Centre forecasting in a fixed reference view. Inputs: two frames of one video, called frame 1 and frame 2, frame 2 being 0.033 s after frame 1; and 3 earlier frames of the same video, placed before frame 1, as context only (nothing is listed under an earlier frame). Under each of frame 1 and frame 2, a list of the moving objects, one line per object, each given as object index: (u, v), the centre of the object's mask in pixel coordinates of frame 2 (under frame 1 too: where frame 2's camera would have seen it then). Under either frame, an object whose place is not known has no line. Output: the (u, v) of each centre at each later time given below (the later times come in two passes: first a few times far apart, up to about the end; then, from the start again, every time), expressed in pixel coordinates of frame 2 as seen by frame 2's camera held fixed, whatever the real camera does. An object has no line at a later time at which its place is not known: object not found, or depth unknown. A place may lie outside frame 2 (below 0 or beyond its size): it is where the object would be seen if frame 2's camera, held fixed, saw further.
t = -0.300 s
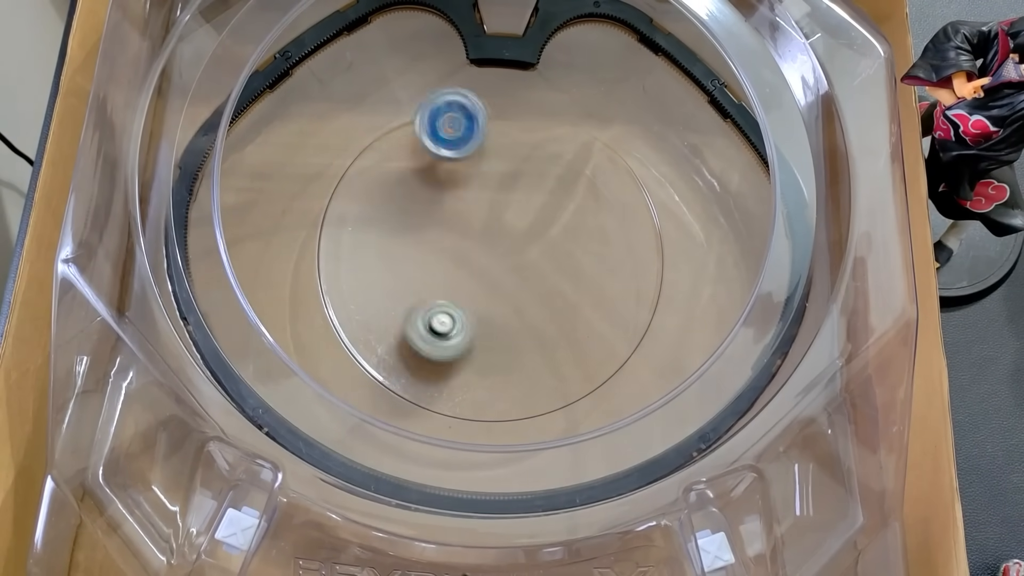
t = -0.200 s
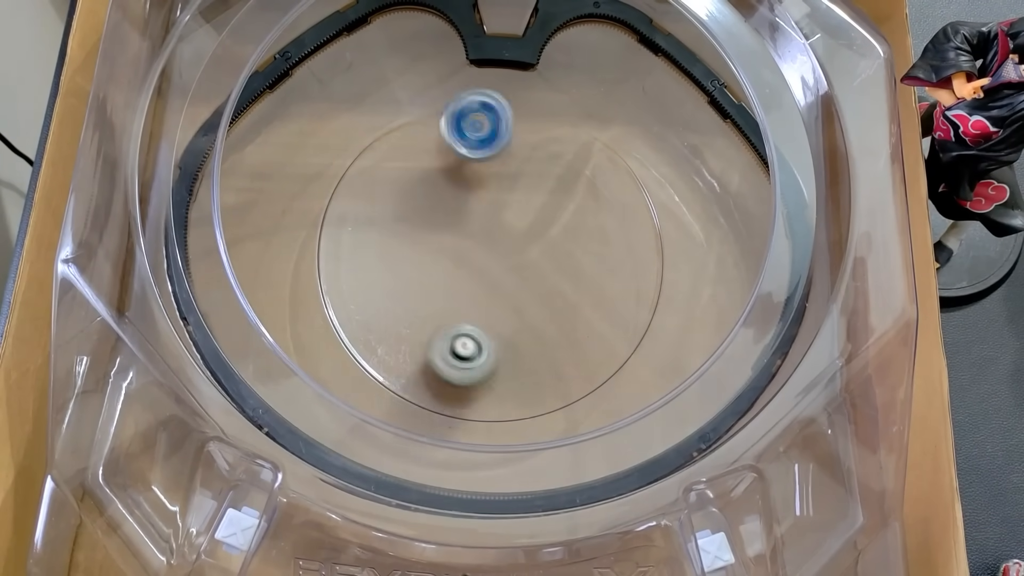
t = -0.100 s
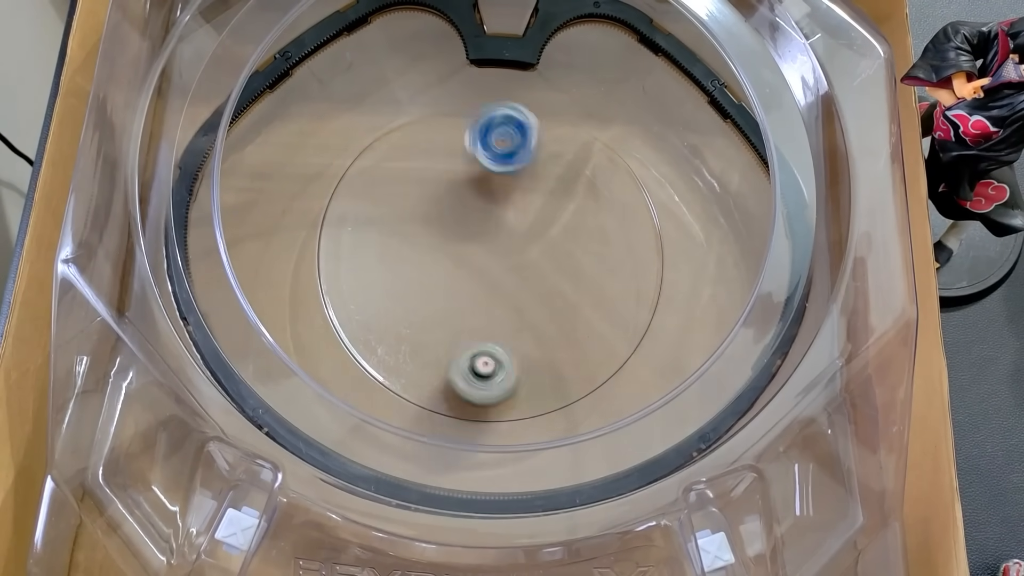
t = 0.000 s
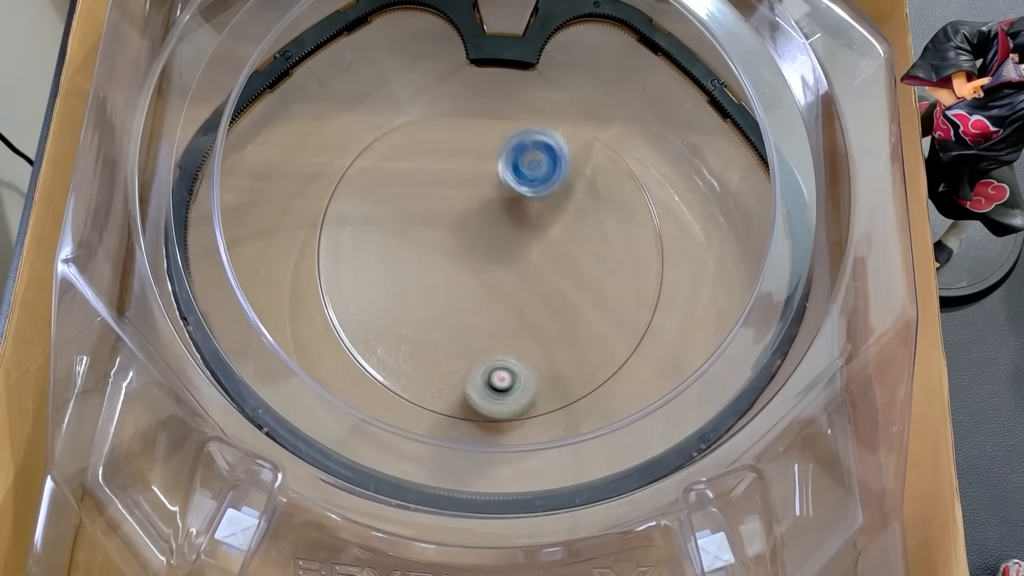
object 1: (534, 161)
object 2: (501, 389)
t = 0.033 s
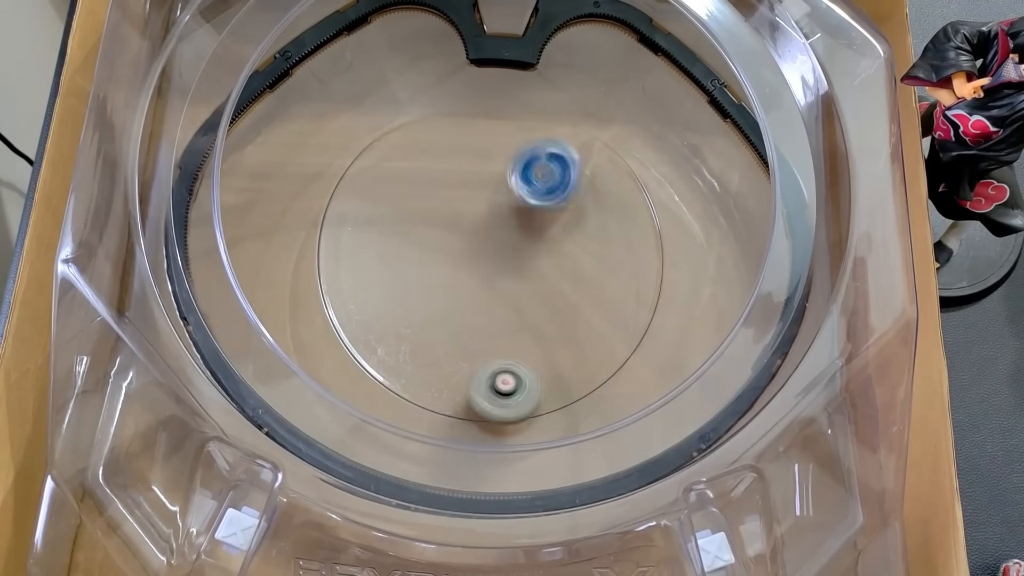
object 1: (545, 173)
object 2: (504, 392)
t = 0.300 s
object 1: (611, 234)
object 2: (529, 367)
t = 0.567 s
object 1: (592, 215)
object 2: (545, 330)
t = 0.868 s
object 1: (439, 227)
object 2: (569, 268)
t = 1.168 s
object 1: (503, 319)
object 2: (603, 201)
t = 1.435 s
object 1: (521, 206)
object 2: (597, 194)
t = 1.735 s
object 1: (415, 221)
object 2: (506, 202)
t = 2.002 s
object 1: (503, 274)
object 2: (426, 193)
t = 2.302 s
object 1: (540, 196)
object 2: (383, 181)
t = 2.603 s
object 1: (486, 223)
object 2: (421, 240)
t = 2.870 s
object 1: (528, 246)
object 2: (449, 308)
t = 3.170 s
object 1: (515, 245)
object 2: (483, 359)
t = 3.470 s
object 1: (483, 266)
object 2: (514, 342)
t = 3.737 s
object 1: (452, 220)
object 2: (556, 337)
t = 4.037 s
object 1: (460, 222)
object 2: (566, 276)
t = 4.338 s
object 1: (507, 229)
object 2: (576, 212)
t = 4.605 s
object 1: (492, 266)
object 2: (551, 172)
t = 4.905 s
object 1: (503, 254)
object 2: (495, 176)
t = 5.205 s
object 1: (477, 242)
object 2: (431, 193)
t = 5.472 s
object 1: (498, 251)
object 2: (398, 222)
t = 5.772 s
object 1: (495, 224)
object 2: (397, 258)
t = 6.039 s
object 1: (489, 217)
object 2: (432, 306)
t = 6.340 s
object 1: (501, 183)
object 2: (482, 342)
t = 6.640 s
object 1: (500, 247)
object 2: (537, 309)
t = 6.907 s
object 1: (479, 272)
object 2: (565, 261)
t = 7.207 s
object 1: (463, 243)
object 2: (536, 204)
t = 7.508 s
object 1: (470, 230)
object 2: (466, 175)
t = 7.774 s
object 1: (494, 259)
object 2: (420, 170)
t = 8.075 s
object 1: (522, 260)
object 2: (404, 207)
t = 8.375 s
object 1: (507, 233)
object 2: (453, 257)
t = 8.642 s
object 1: (494, 204)
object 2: (462, 308)
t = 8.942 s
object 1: (475, 217)
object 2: (458, 315)
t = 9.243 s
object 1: (477, 218)
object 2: (468, 301)
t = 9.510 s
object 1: (507, 214)
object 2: (477, 284)
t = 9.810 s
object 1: (535, 214)
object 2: (468, 267)
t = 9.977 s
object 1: (523, 224)
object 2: (458, 259)
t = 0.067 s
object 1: (556, 184)
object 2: (508, 395)
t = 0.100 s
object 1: (567, 192)
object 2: (512, 397)
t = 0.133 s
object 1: (576, 202)
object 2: (515, 396)
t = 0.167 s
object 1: (586, 209)
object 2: (519, 394)
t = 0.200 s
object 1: (594, 216)
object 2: (522, 391)
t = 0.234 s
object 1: (603, 224)
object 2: (524, 386)
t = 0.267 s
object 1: (608, 230)
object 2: (525, 376)
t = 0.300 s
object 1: (611, 234)
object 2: (529, 367)
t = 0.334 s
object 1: (611, 238)
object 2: (532, 357)
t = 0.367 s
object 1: (608, 243)
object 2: (537, 345)
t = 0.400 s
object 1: (605, 249)
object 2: (541, 334)
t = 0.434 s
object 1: (600, 255)
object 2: (548, 325)
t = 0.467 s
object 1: (596, 257)
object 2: (552, 318)
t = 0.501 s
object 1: (598, 239)
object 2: (551, 325)
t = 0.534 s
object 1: (598, 226)
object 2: (547, 328)
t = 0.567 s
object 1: (592, 215)
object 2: (545, 330)
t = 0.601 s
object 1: (582, 204)
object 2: (544, 330)
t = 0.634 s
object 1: (566, 193)
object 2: (543, 327)
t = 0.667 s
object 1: (547, 186)
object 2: (543, 321)
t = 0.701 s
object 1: (528, 184)
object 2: (546, 314)
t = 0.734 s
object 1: (506, 184)
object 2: (551, 306)
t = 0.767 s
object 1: (484, 190)
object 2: (556, 295)
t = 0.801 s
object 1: (467, 199)
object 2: (560, 287)
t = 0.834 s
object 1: (452, 212)
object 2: (565, 277)
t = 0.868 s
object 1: (439, 227)
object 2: (569, 268)
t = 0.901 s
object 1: (429, 244)
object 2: (574, 260)
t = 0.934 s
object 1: (425, 262)
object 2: (578, 252)
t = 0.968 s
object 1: (426, 278)
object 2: (582, 244)
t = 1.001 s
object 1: (432, 293)
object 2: (587, 236)
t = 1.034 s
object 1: (441, 307)
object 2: (592, 230)
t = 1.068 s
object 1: (455, 317)
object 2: (595, 223)
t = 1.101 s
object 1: (470, 324)
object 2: (598, 216)
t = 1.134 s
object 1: (487, 324)
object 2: (600, 207)
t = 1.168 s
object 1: (503, 319)
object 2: (603, 201)
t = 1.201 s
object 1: (516, 311)
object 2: (605, 195)
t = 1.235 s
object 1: (527, 300)
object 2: (607, 191)
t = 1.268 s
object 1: (536, 287)
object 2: (610, 187)
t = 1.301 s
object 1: (540, 271)
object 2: (612, 186)
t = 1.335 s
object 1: (542, 254)
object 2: (611, 186)
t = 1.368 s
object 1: (539, 236)
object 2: (608, 187)
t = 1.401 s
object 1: (531, 220)
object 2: (604, 189)
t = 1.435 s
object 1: (521, 206)
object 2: (597, 194)
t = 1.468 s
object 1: (507, 195)
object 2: (589, 195)
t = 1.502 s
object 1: (491, 186)
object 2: (579, 199)
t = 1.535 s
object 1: (476, 181)
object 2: (570, 200)
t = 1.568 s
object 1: (459, 180)
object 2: (560, 201)
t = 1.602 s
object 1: (445, 184)
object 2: (548, 203)
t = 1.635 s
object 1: (433, 189)
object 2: (538, 203)
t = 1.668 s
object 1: (424, 199)
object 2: (524, 204)
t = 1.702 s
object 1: (417, 209)
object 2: (515, 204)
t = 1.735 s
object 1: (415, 221)
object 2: (506, 202)
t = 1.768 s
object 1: (417, 234)
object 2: (493, 201)
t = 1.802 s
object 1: (424, 246)
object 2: (483, 200)
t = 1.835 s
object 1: (431, 255)
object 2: (475, 199)
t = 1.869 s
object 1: (444, 264)
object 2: (463, 198)
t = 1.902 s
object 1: (457, 271)
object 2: (453, 197)
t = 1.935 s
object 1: (471, 274)
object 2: (443, 197)
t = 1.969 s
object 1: (488, 275)
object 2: (435, 195)
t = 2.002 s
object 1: (503, 274)
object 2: (426, 193)
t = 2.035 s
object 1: (518, 269)
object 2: (419, 192)
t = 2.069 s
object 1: (529, 261)
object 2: (411, 191)
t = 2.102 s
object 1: (540, 253)
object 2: (403, 189)
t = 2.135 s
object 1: (547, 243)
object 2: (397, 187)
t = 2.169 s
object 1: (551, 232)
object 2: (391, 186)
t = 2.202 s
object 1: (553, 221)
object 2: (386, 184)
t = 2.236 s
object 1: (551, 210)
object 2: (383, 181)
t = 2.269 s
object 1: (547, 202)
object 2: (383, 180)
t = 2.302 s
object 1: (540, 196)
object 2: (383, 181)
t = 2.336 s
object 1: (532, 191)
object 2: (385, 181)
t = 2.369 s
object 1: (524, 190)
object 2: (389, 184)
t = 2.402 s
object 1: (515, 191)
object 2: (394, 188)
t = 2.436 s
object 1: (505, 193)
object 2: (400, 195)
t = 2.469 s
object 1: (497, 197)
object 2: (407, 203)
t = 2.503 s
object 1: (490, 203)
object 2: (413, 212)
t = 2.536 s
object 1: (483, 209)
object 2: (418, 221)
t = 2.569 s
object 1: (484, 216)
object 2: (418, 230)
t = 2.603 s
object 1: (486, 223)
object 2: (421, 240)
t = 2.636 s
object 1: (488, 229)
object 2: (424, 249)
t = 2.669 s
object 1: (492, 235)
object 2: (427, 257)
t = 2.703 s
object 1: (498, 238)
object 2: (431, 267)
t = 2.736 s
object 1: (506, 241)
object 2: (434, 277)
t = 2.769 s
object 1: (512, 243)
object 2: (437, 285)
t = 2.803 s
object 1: (518, 245)
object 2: (440, 293)
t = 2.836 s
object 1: (524, 246)
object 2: (444, 302)
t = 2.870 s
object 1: (528, 246)
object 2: (449, 308)
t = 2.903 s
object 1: (532, 245)
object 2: (453, 315)
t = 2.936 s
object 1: (534, 243)
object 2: (456, 323)
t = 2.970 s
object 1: (535, 242)
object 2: (460, 329)
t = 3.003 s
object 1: (534, 241)
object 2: (465, 335)
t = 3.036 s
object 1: (531, 240)
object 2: (468, 342)
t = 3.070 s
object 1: (528, 240)
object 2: (473, 347)
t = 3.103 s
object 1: (524, 241)
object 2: (477, 351)
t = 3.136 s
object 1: (519, 243)
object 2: (479, 356)
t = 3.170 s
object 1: (515, 245)
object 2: (483, 359)
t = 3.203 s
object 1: (510, 248)
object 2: (486, 363)
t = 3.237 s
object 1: (506, 252)
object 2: (489, 364)
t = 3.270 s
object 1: (502, 254)
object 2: (493, 362)
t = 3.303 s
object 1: (498, 256)
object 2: (495, 362)
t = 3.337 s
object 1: (494, 260)
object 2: (497, 359)
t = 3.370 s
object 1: (490, 263)
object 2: (500, 354)
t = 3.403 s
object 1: (488, 266)
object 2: (503, 349)
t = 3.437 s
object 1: (486, 269)
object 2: (506, 342)
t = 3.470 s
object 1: (483, 266)
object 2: (514, 342)
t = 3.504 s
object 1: (481, 256)
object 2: (523, 344)
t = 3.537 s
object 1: (477, 249)
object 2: (530, 345)
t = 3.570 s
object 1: (473, 243)
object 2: (537, 345)
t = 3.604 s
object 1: (468, 237)
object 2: (543, 344)
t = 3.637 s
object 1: (462, 231)
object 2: (547, 344)
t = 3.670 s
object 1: (458, 227)
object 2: (552, 342)
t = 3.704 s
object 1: (454, 224)
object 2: (554, 340)
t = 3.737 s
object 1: (452, 220)
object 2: (556, 337)
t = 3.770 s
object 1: (449, 216)
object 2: (557, 332)
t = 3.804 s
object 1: (446, 214)
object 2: (558, 327)
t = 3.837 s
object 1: (444, 212)
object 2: (560, 320)
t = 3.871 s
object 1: (444, 212)
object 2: (562, 314)
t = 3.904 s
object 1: (445, 212)
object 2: (562, 307)
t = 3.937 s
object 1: (445, 214)
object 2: (564, 299)
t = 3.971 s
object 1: (448, 216)
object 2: (565, 291)
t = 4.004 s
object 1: (453, 219)
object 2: (566, 284)
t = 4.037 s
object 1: (460, 222)
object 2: (566, 276)
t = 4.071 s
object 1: (464, 224)
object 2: (567, 269)
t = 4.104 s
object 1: (473, 226)
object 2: (567, 261)
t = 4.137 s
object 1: (481, 225)
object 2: (568, 254)
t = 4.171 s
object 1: (489, 226)
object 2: (569, 249)
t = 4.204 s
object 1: (495, 226)
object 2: (569, 240)
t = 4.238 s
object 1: (500, 226)
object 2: (570, 234)
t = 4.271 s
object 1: (508, 225)
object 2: (572, 228)
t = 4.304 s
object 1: (508, 226)
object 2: (575, 220)
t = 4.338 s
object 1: (507, 229)
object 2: (576, 212)
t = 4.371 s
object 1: (503, 232)
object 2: (576, 205)
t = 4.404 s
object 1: (500, 236)
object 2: (574, 200)
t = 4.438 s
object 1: (498, 240)
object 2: (571, 194)
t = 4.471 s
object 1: (492, 250)
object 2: (567, 186)
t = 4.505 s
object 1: (492, 253)
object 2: (563, 182)
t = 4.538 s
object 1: (492, 258)
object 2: (560, 177)
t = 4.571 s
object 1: (492, 262)
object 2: (557, 173)
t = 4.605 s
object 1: (492, 266)
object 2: (551, 172)
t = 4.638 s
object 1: (493, 269)
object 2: (546, 170)
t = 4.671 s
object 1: (496, 272)
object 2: (541, 170)
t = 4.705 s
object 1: (499, 272)
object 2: (534, 170)
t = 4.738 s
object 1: (501, 272)
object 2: (528, 169)
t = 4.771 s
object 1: (504, 270)
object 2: (523, 170)
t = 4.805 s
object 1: (506, 267)
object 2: (515, 170)
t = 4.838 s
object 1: (506, 264)
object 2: (509, 172)
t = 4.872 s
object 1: (506, 259)
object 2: (503, 173)
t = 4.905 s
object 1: (503, 254)
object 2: (495, 176)
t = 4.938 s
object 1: (500, 249)
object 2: (487, 179)
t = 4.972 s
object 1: (498, 245)
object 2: (480, 180)
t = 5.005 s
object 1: (495, 239)
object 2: (475, 181)
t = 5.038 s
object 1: (490, 235)
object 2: (464, 182)
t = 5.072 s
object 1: (486, 232)
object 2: (456, 185)
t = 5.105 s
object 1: (483, 234)
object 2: (449, 186)
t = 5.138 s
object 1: (479, 237)
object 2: (445, 187)
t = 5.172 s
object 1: (478, 240)
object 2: (437, 191)
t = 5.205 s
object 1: (477, 242)
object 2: (431, 193)
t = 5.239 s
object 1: (476, 244)
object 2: (426, 197)
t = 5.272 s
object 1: (478, 249)
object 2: (423, 200)
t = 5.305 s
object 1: (481, 251)
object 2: (418, 203)
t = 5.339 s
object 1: (483, 254)
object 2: (413, 206)
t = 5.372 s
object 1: (487, 254)
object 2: (408, 211)
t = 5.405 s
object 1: (491, 254)
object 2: (403, 216)
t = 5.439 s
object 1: (495, 253)
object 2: (401, 219)
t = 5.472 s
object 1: (498, 251)
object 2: (398, 222)
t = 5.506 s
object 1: (501, 248)
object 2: (394, 225)
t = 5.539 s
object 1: (502, 245)
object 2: (392, 230)
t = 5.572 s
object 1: (504, 241)
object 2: (391, 235)
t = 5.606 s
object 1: (503, 238)
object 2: (390, 238)
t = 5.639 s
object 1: (503, 235)
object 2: (389, 241)
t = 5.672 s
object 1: (502, 232)
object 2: (389, 245)
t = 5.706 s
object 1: (501, 229)
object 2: (391, 249)
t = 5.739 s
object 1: (499, 226)
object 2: (393, 253)
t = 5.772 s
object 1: (495, 224)
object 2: (397, 258)
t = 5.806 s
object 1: (491, 223)
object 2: (402, 260)
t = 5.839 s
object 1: (489, 222)
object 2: (407, 266)
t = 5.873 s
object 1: (486, 224)
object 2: (414, 269)
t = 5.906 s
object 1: (484, 225)
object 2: (421, 273)
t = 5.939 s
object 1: (482, 226)
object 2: (425, 277)
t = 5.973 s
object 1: (480, 228)
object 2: (432, 280)
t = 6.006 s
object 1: (481, 227)
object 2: (436, 288)
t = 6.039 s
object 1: (489, 217)
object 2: (432, 306)
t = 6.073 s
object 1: (494, 207)
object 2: (434, 319)
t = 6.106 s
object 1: (496, 200)
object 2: (437, 327)
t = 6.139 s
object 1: (499, 195)
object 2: (442, 331)
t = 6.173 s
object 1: (501, 189)
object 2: (449, 334)
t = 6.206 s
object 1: (502, 185)
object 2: (454, 337)
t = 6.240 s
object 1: (503, 182)
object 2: (462, 340)
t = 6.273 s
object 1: (503, 180)
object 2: (467, 341)
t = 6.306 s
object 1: (502, 181)
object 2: (476, 341)
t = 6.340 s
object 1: (501, 183)
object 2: (482, 342)
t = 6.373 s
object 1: (500, 186)
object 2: (491, 340)
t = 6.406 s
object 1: (498, 191)
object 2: (496, 338)
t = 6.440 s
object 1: (497, 196)
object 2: (506, 336)
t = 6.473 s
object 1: (495, 203)
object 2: (511, 333)
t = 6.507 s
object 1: (496, 210)
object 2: (518, 329)
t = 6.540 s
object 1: (496, 220)
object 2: (523, 325)
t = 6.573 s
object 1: (497, 228)
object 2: (528, 321)
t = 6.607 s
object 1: (498, 239)
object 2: (533, 314)
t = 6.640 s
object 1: (500, 247)
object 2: (537, 309)
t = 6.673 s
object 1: (504, 255)
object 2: (542, 304)
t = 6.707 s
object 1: (503, 261)
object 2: (550, 300)
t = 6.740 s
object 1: (498, 264)
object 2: (555, 295)
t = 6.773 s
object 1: (491, 267)
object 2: (559, 289)
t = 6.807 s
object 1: (486, 270)
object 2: (562, 282)
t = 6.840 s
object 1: (484, 272)
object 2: (563, 275)
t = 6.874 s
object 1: (482, 272)
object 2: (565, 268)
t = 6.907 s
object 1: (479, 272)
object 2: (565, 261)
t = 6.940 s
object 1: (477, 272)
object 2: (565, 254)
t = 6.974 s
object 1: (474, 270)
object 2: (564, 247)
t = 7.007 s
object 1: (473, 267)
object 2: (561, 239)
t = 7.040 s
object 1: (471, 266)
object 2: (558, 233)
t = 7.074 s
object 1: (470, 261)
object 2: (556, 226)
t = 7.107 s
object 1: (468, 255)
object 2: (551, 220)
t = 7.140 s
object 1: (466, 250)
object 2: (547, 213)
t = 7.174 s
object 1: (466, 246)
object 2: (542, 208)
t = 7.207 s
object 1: (463, 243)
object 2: (536, 204)
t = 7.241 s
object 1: (463, 238)
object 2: (529, 199)
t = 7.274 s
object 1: (464, 233)
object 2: (524, 196)
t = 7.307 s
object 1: (463, 229)
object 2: (517, 191)
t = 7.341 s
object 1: (466, 224)
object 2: (513, 187)
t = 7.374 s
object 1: (467, 221)
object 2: (507, 184)
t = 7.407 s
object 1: (467, 219)
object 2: (500, 180)
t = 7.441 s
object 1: (468, 221)
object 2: (491, 175)
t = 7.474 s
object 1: (467, 225)
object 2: (478, 173)
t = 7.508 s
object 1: (470, 230)
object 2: (466, 175)
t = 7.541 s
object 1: (472, 234)
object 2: (458, 176)
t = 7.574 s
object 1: (474, 238)
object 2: (449, 177)
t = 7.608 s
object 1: (477, 242)
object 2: (442, 177)
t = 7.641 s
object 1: (480, 248)
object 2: (438, 175)
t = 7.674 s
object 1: (482, 251)
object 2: (435, 175)
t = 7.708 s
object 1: (487, 254)
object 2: (430, 172)
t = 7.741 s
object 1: (490, 258)
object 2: (424, 171)
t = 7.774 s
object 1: (494, 259)
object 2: (420, 170)
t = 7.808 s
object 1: (499, 262)
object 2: (415, 172)
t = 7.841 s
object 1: (500, 264)
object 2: (411, 174)
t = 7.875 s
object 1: (505, 264)
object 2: (409, 175)
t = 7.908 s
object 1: (509, 267)
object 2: (406, 179)
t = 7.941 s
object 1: (513, 267)
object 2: (403, 184)
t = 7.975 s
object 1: (517, 266)
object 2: (401, 189)
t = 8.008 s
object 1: (518, 266)
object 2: (400, 195)
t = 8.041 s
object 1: (520, 263)
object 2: (403, 201)
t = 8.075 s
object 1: (522, 260)
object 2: (404, 207)
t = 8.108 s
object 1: (521, 256)
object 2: (406, 216)
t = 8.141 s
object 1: (519, 254)
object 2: (411, 219)
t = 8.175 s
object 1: (519, 250)
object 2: (414, 225)
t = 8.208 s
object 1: (518, 248)
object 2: (420, 230)
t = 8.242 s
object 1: (515, 246)
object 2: (425, 233)
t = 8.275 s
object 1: (514, 242)
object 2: (430, 238)
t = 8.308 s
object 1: (511, 240)
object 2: (438, 243)
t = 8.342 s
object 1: (508, 236)
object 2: (445, 248)
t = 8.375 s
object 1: (507, 233)
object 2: (453, 257)
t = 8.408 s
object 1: (507, 230)
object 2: (461, 268)
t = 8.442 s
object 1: (508, 225)
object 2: (464, 276)
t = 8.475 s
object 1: (506, 220)
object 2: (466, 283)
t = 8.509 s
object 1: (504, 216)
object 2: (468, 292)
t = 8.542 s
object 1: (502, 212)
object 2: (466, 300)
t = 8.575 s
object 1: (499, 209)
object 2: (464, 304)
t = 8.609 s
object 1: (496, 207)
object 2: (462, 306)
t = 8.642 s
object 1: (494, 204)
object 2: (462, 308)
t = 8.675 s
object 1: (492, 205)
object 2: (460, 308)
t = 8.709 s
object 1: (488, 205)
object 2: (458, 310)
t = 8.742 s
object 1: (486, 204)
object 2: (456, 314)
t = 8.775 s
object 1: (485, 206)
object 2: (456, 317)
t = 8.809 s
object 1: (482, 208)
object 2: (455, 317)
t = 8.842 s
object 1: (480, 209)
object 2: (454, 317)
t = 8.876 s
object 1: (479, 211)
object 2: (455, 319)
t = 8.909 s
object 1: (476, 215)
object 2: (457, 317)
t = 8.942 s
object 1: (475, 217)
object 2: (458, 315)
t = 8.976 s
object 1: (474, 219)
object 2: (458, 312)
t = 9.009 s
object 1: (472, 223)
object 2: (461, 310)
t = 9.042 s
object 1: (472, 225)
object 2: (462, 307)
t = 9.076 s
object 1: (471, 229)
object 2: (463, 304)
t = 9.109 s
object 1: (469, 230)
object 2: (464, 302)
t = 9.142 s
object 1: (470, 228)
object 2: (465, 303)
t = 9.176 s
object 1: (471, 228)
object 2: (468, 300)
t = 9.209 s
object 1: (473, 224)
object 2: (468, 300)
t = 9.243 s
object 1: (477, 218)
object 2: (468, 301)
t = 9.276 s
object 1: (480, 217)
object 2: (468, 300)
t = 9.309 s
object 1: (482, 217)
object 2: (469, 299)
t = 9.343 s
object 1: (482, 216)
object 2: (470, 296)
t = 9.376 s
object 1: (483, 213)
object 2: (472, 293)
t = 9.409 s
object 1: (488, 214)
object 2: (473, 291)
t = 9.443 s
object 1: (495, 216)
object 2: (474, 288)
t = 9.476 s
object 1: (500, 216)
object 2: (476, 285)
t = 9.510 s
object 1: (507, 214)
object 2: (477, 284)
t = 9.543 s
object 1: (511, 213)
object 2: (477, 281)
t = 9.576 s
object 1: (516, 212)
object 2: (478, 280)
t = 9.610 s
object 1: (521, 211)
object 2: (480, 276)
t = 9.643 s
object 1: (524, 212)
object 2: (481, 272)
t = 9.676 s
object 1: (526, 212)
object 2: (479, 267)
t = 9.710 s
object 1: (529, 212)
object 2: (475, 267)
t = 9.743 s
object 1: (532, 212)
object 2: (473, 269)
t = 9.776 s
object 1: (534, 213)
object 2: (472, 268)
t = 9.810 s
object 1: (535, 214)
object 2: (468, 267)
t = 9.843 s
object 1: (535, 217)
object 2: (464, 263)
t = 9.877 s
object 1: (532, 221)
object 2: (461, 264)
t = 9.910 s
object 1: (529, 223)
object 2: (460, 262)
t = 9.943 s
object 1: (526, 223)
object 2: (461, 261)
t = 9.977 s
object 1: (523, 224)
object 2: (458, 259)
